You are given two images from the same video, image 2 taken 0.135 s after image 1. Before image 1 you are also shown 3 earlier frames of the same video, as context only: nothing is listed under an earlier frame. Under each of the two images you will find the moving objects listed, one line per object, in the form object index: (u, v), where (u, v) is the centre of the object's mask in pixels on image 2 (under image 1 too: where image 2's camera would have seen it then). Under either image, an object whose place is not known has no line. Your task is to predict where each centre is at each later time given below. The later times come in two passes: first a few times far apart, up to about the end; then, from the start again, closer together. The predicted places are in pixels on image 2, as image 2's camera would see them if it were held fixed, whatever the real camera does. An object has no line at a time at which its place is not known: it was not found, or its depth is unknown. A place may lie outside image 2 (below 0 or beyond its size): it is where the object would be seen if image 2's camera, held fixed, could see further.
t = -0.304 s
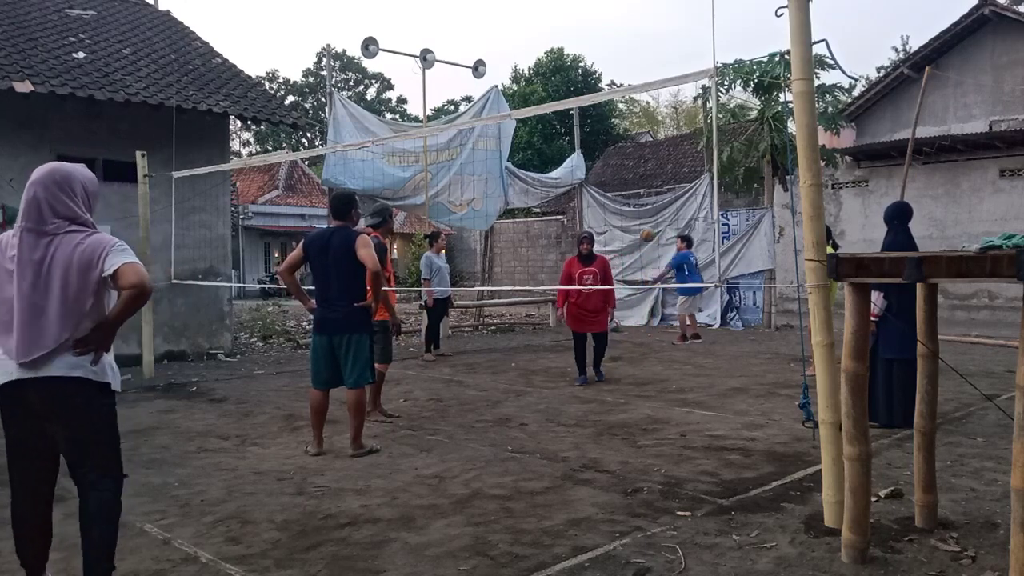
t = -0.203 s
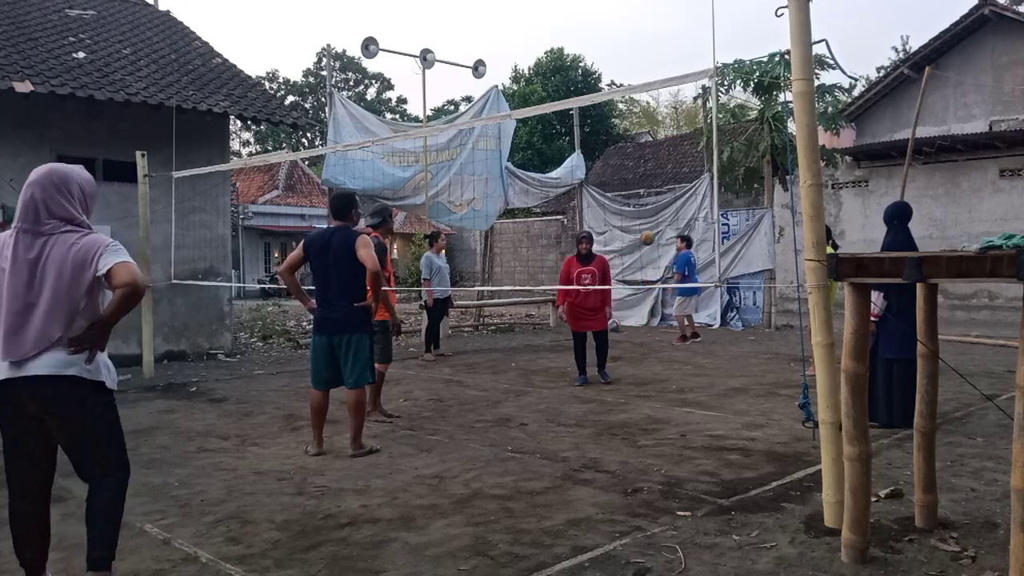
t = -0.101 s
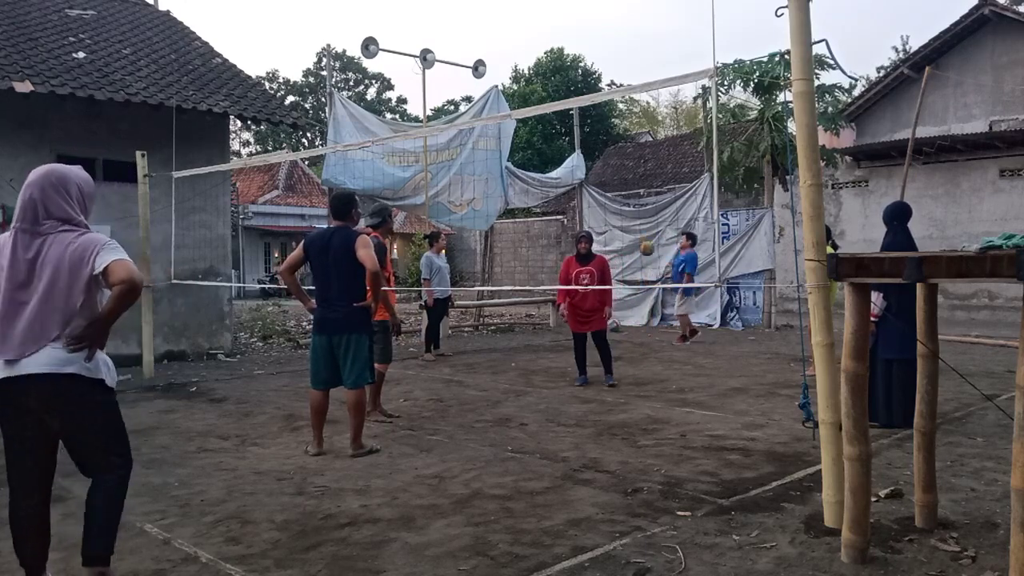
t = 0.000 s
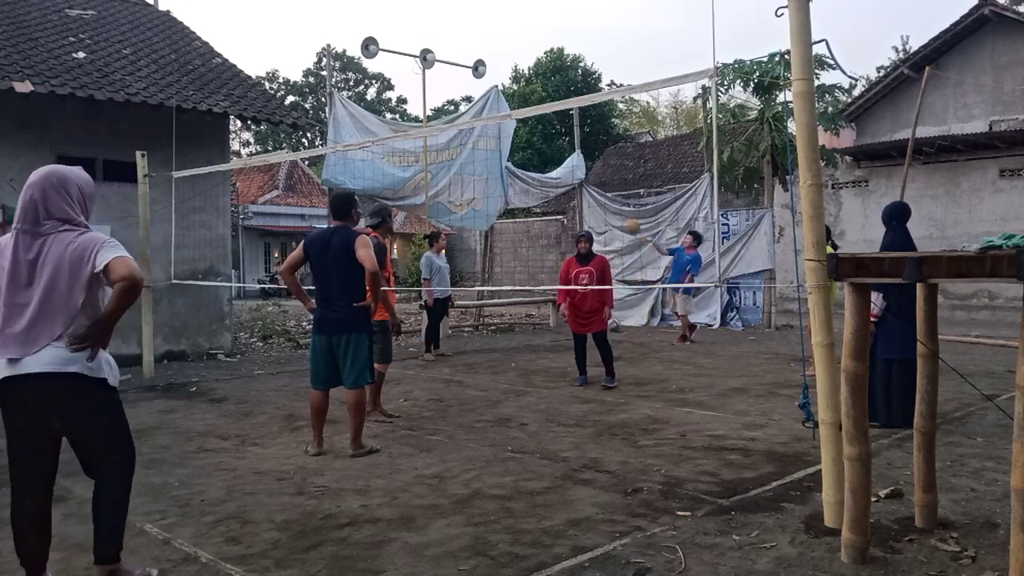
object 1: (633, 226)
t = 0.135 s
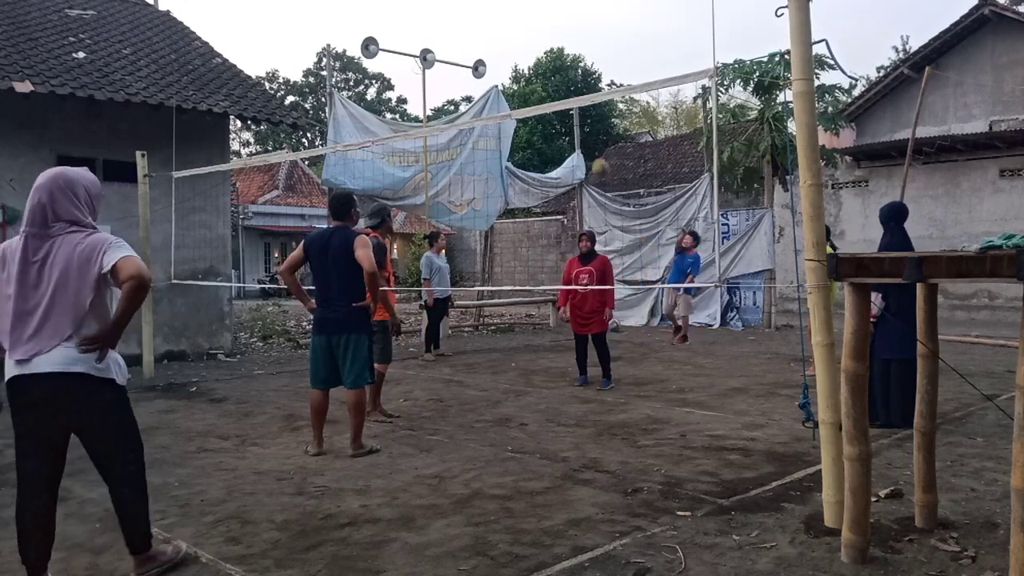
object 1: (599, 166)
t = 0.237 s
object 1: (576, 126)
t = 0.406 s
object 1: (530, 67)
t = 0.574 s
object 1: (480, 24)
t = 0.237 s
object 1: (576, 126)
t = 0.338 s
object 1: (548, 87)
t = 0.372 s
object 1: (541, 77)
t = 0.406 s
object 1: (530, 67)
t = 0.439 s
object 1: (522, 56)
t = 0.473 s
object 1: (512, 47)
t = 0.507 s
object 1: (502, 39)
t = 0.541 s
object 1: (491, 31)
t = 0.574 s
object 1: (480, 24)
